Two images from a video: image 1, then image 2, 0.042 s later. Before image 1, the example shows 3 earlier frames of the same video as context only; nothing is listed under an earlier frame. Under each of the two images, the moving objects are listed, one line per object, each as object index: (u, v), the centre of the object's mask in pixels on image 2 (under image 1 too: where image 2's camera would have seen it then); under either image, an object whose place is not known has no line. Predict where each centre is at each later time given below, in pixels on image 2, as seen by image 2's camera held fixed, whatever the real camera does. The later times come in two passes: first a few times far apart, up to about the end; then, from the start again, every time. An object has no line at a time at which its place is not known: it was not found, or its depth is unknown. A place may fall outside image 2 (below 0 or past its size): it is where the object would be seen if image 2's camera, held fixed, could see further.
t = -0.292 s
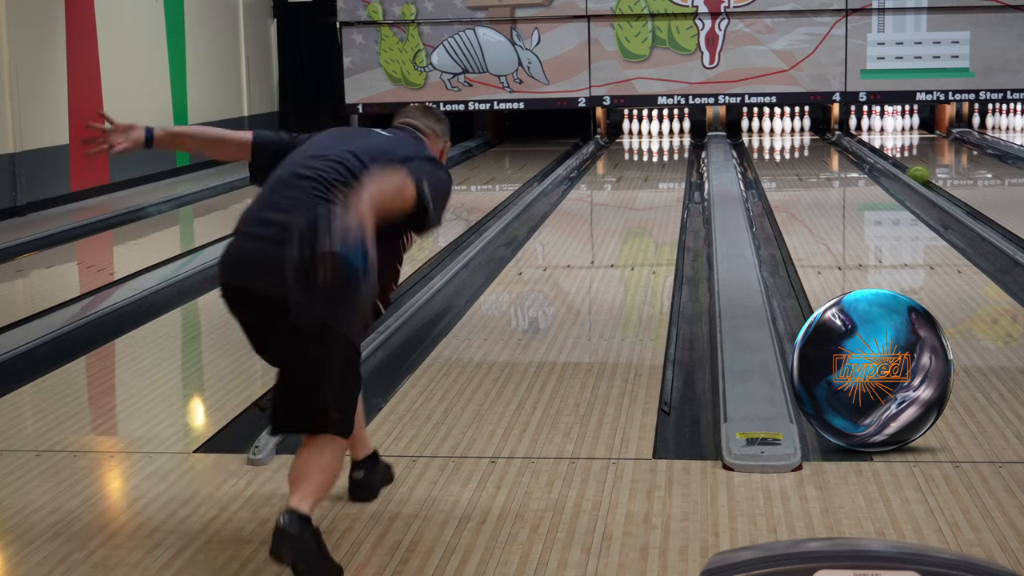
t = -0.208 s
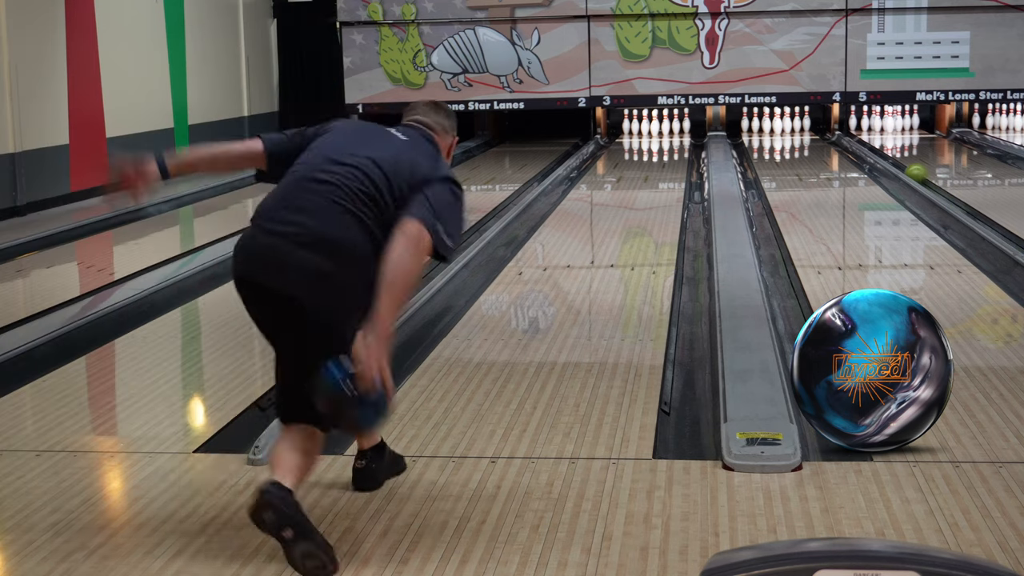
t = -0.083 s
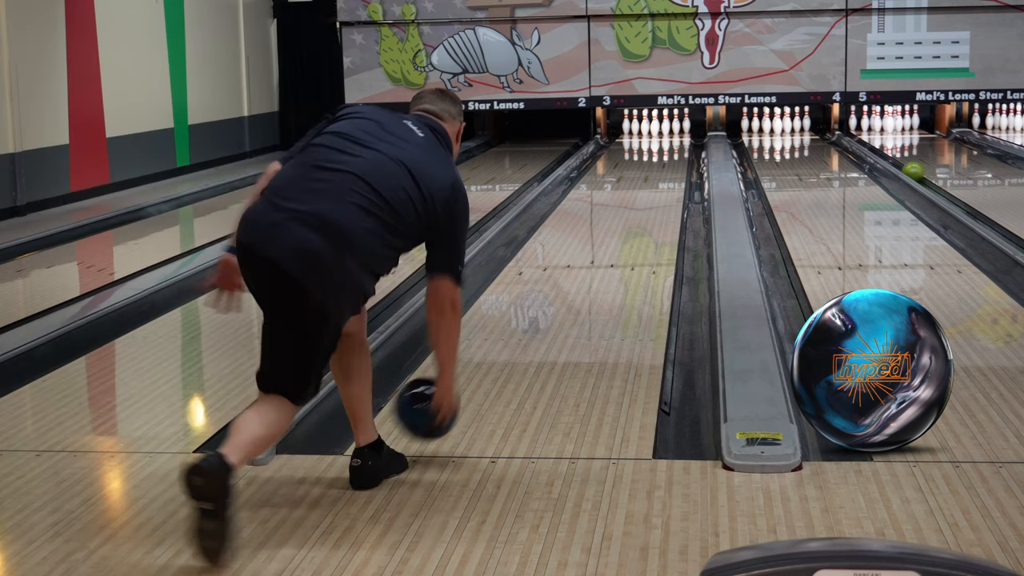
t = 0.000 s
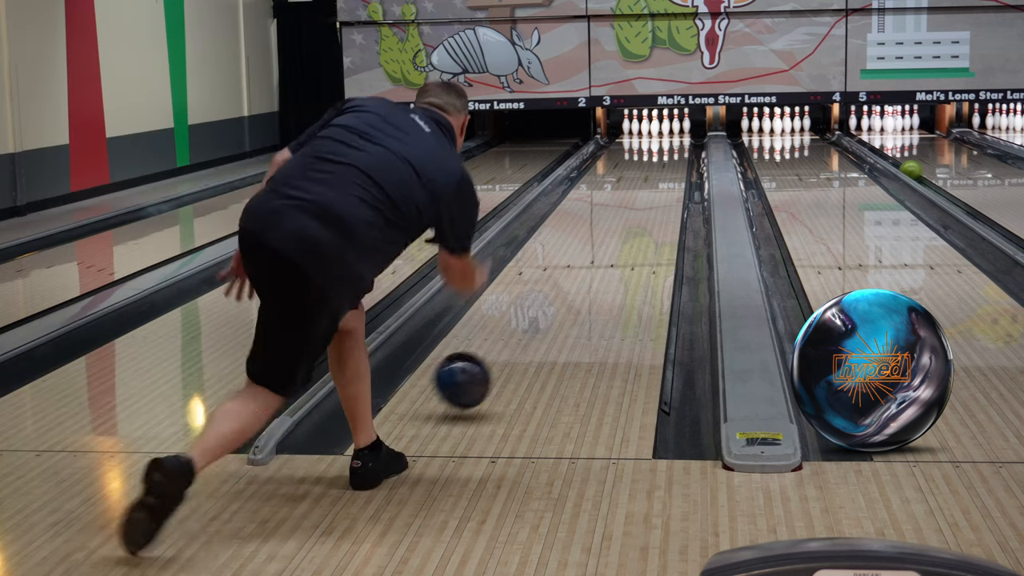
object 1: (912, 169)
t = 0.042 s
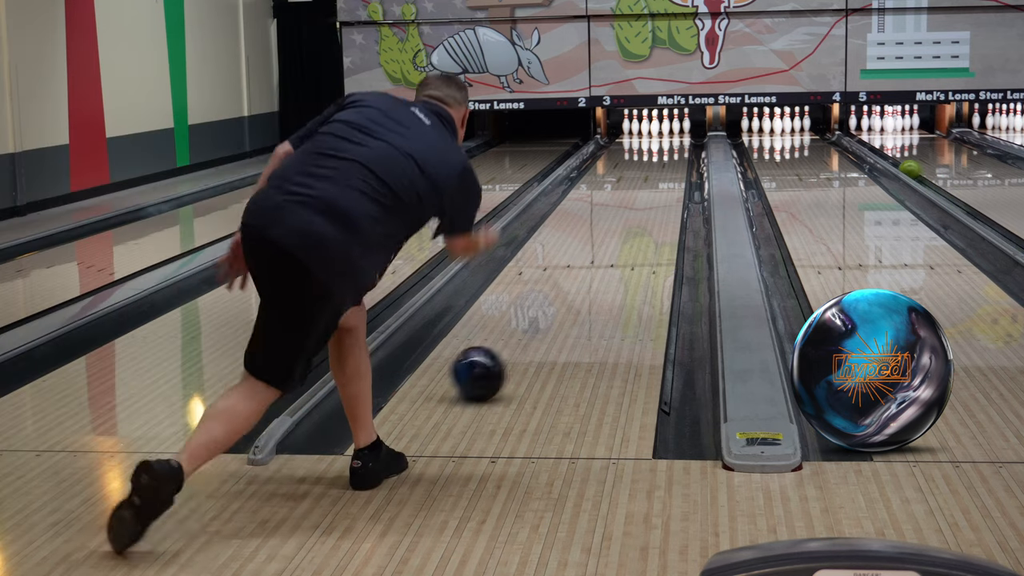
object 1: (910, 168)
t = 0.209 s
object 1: (908, 166)
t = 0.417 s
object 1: (903, 164)
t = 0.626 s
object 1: (900, 162)
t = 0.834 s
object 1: (895, 159)
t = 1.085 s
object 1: (891, 157)
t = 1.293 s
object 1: (887, 155)
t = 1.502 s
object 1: (884, 153)
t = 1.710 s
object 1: (880, 150)
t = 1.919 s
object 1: (877, 148)
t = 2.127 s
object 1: (875, 147)
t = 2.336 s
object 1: (872, 145)
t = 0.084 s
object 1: (909, 168)
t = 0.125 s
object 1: (909, 167)
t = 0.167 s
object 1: (908, 167)
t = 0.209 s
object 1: (908, 166)
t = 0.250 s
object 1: (907, 166)
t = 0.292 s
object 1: (906, 165)
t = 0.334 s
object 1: (905, 165)
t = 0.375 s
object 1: (904, 164)
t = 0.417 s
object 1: (903, 164)
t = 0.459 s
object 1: (902, 163)
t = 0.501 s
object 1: (901, 163)
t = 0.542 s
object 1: (901, 163)
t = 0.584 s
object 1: (901, 162)
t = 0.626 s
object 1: (900, 162)
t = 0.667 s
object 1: (899, 161)
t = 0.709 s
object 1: (898, 161)
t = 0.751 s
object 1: (897, 160)
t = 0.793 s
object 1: (896, 160)
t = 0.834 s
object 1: (895, 159)
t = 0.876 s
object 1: (895, 159)
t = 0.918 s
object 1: (894, 158)
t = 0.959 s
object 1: (893, 158)
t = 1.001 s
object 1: (892, 157)
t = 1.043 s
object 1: (892, 157)
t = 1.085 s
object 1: (891, 157)
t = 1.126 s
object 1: (890, 156)
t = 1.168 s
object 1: (889, 156)
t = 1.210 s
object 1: (888, 155)
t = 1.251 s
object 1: (888, 155)
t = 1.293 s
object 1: (887, 155)
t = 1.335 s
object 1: (887, 154)
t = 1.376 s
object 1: (886, 154)
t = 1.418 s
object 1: (886, 154)
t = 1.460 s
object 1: (885, 153)
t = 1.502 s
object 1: (884, 153)
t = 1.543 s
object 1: (882, 152)
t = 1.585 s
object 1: (882, 151)
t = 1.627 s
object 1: (881, 151)
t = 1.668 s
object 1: (880, 150)
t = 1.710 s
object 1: (880, 150)
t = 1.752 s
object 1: (880, 150)
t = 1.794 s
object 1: (880, 150)
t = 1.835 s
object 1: (879, 150)
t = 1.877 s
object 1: (879, 149)
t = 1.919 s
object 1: (877, 148)
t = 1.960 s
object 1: (876, 148)
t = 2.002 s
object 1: (876, 148)
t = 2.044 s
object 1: (875, 147)
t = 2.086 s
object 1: (875, 147)
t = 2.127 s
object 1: (875, 147)
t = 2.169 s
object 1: (874, 146)
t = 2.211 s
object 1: (874, 146)
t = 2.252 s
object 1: (874, 146)
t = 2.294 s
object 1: (873, 145)
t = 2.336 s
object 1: (872, 145)
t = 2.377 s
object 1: (871, 144)
